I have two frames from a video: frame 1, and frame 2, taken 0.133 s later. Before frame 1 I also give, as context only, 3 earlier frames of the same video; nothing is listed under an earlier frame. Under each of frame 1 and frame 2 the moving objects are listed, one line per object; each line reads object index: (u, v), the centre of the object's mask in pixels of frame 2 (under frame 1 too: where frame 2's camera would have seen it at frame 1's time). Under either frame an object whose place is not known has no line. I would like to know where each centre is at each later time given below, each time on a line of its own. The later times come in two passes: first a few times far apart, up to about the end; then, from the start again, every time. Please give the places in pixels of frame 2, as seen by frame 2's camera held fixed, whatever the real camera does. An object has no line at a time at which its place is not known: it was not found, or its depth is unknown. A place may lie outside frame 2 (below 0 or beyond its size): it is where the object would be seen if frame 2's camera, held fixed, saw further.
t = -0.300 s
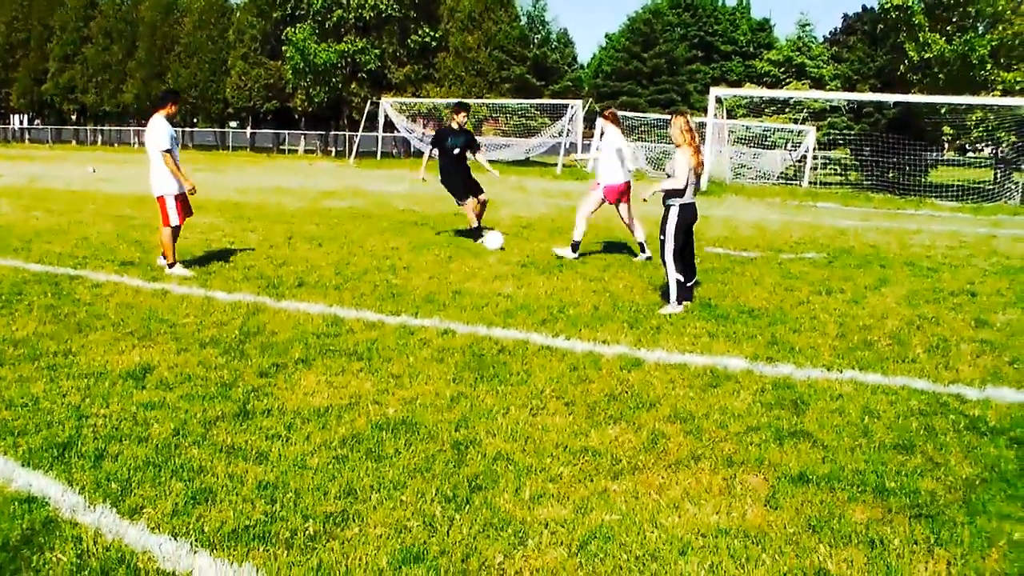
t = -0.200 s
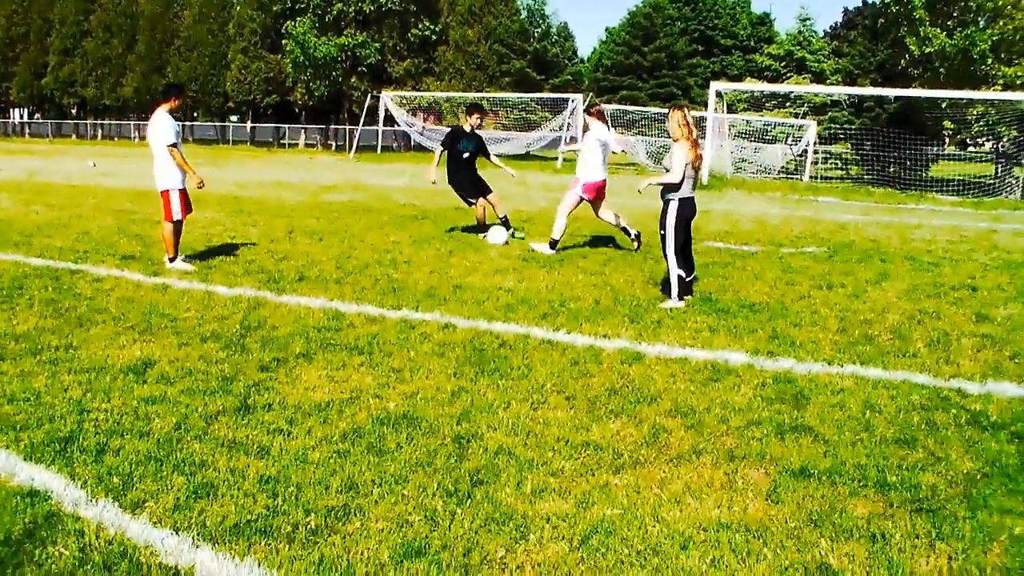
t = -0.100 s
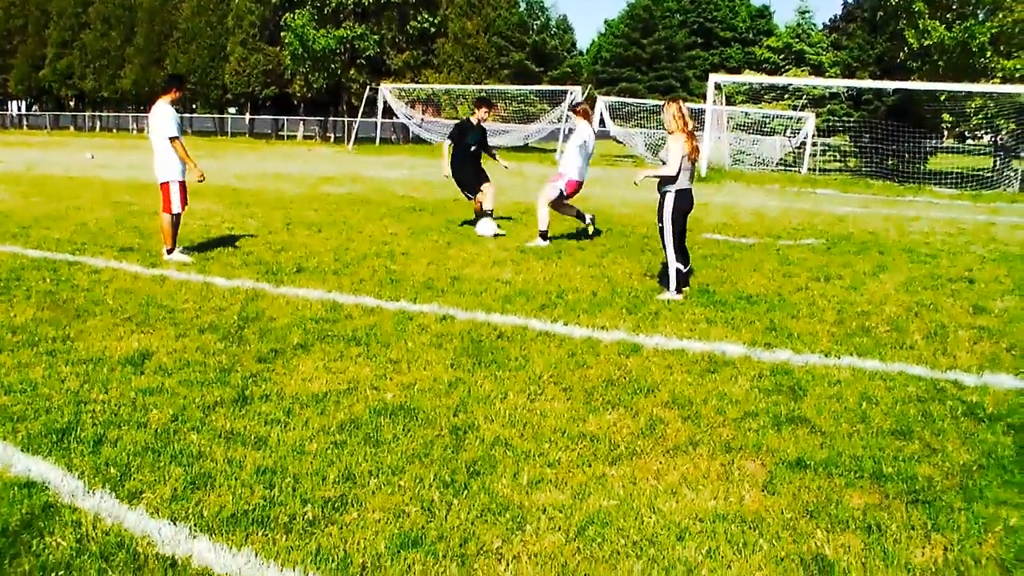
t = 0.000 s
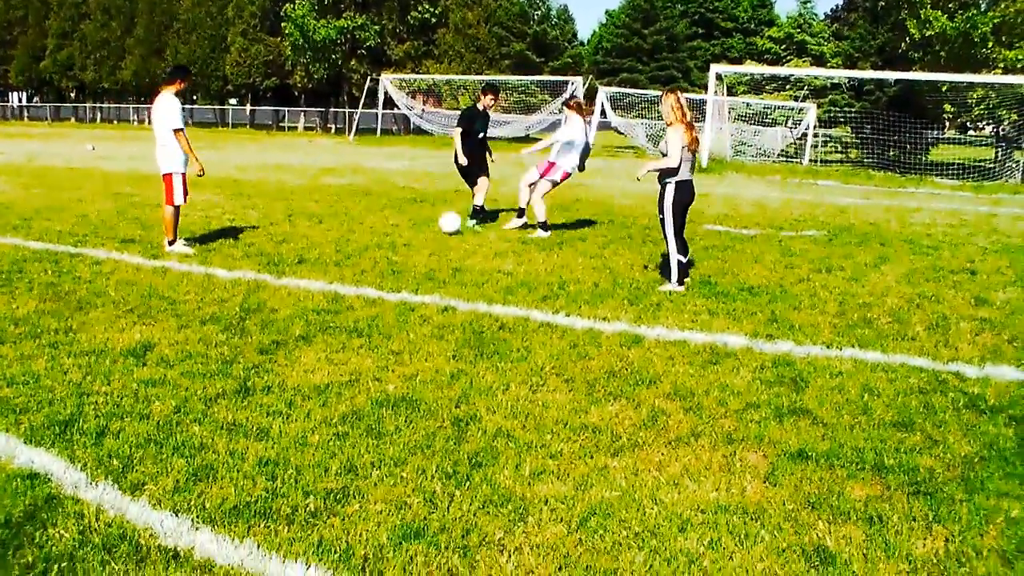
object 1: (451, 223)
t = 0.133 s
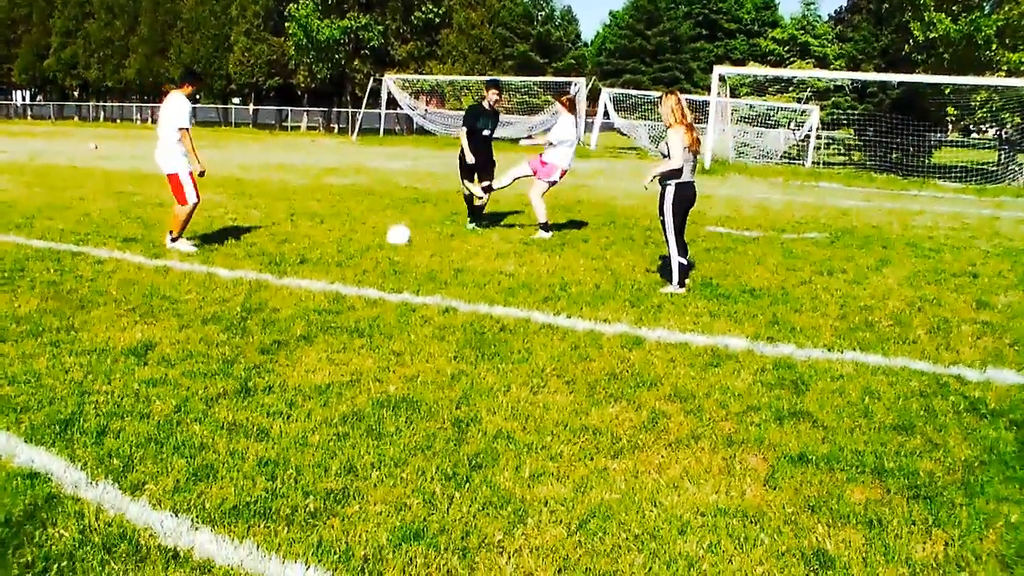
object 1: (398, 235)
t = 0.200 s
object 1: (376, 235)
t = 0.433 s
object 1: (309, 247)
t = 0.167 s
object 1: (387, 235)
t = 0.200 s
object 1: (376, 235)
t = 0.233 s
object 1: (365, 236)
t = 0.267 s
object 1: (354, 238)
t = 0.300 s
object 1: (343, 242)
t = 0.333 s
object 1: (333, 245)
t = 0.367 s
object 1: (324, 246)
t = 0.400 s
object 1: (317, 246)
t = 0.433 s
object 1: (309, 247)
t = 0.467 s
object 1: (301, 248)
